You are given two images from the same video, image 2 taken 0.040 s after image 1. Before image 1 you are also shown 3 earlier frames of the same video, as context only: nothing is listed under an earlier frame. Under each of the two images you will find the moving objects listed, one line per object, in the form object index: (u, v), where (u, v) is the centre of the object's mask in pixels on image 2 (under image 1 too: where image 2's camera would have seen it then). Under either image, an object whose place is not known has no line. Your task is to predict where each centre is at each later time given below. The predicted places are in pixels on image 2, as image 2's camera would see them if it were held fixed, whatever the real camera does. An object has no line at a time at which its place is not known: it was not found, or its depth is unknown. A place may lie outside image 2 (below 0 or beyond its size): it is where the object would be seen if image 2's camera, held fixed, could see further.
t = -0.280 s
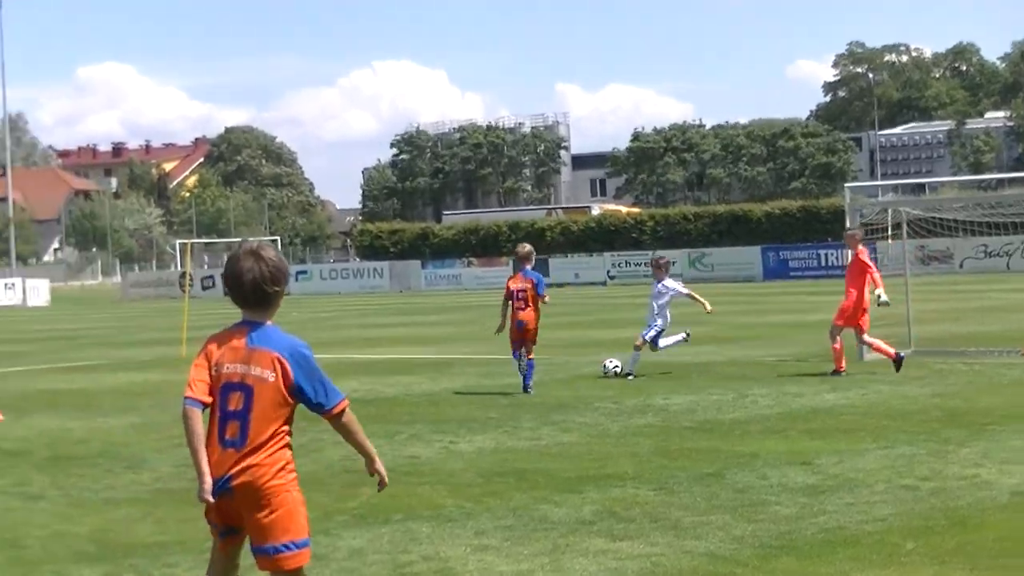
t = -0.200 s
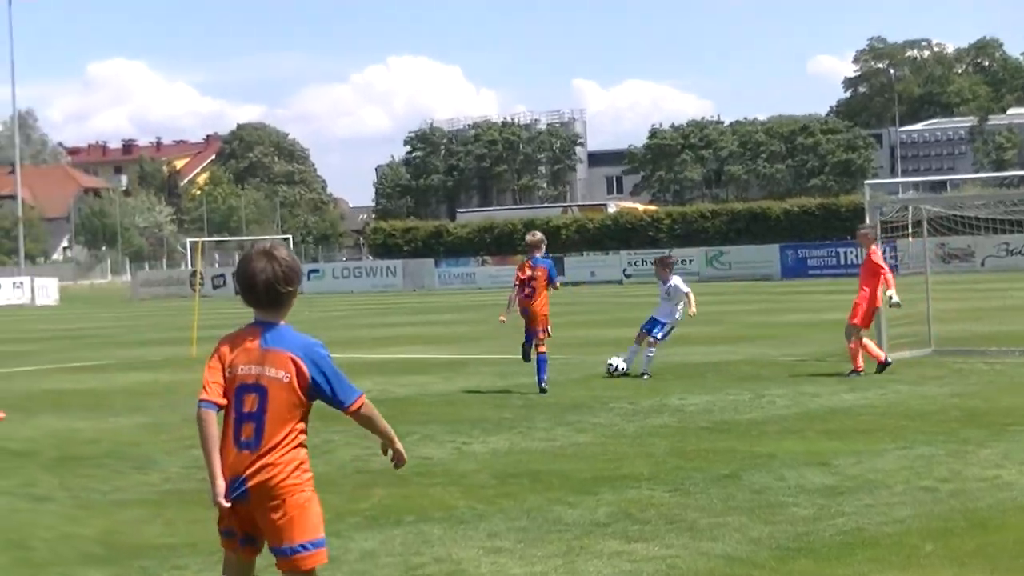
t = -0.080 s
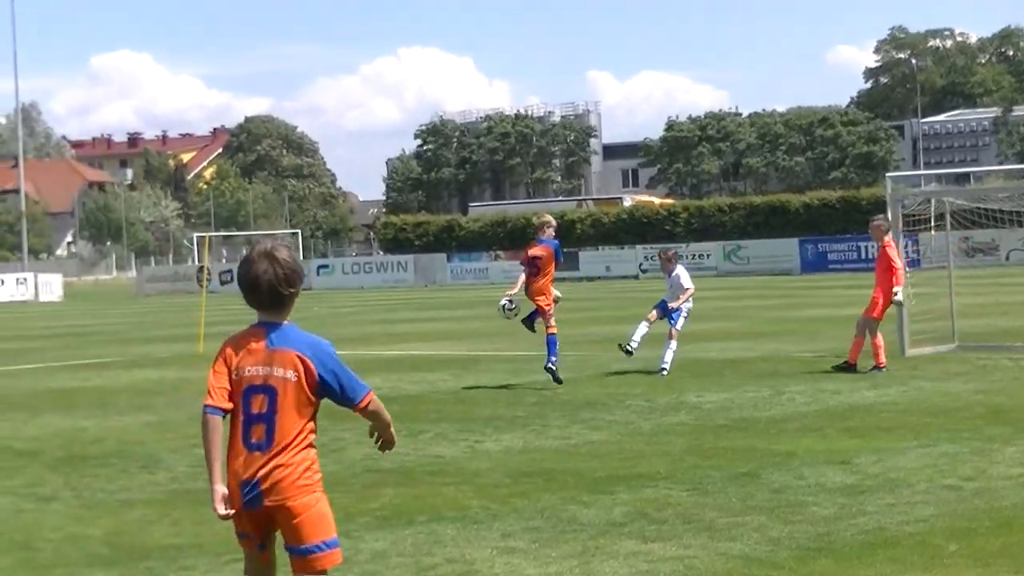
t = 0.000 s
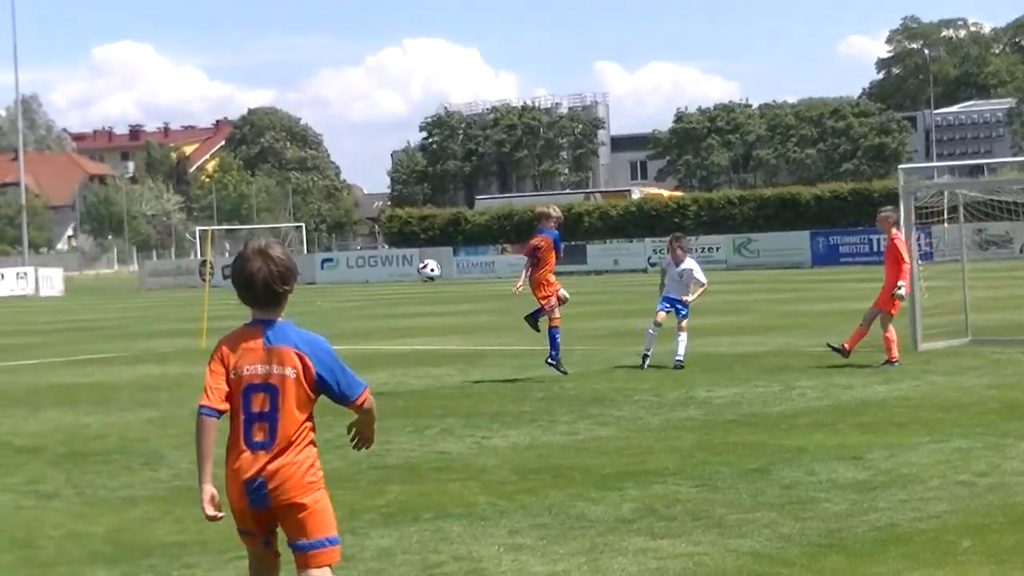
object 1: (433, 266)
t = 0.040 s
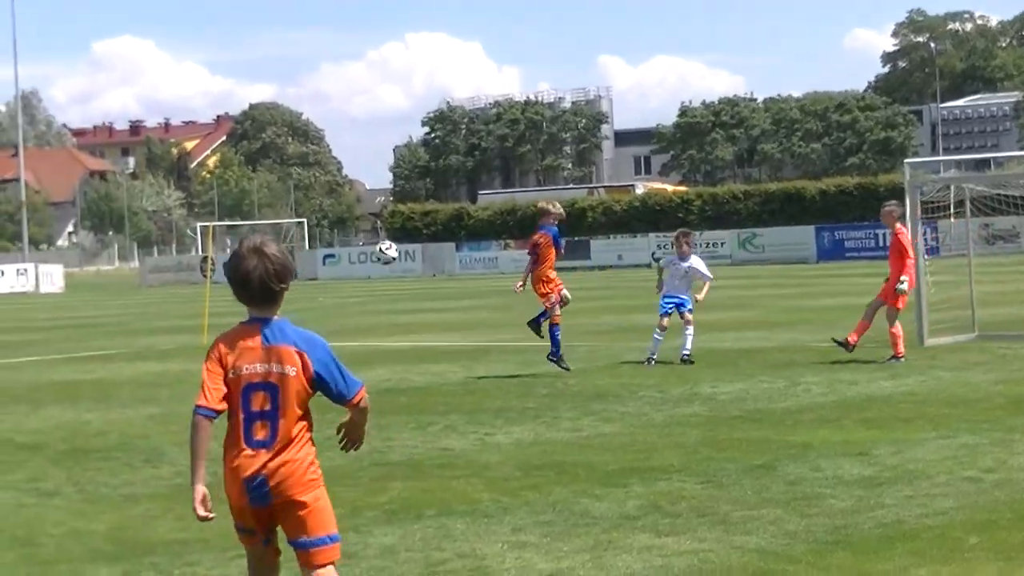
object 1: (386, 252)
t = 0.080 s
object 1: (343, 235)
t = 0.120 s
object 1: (299, 222)
